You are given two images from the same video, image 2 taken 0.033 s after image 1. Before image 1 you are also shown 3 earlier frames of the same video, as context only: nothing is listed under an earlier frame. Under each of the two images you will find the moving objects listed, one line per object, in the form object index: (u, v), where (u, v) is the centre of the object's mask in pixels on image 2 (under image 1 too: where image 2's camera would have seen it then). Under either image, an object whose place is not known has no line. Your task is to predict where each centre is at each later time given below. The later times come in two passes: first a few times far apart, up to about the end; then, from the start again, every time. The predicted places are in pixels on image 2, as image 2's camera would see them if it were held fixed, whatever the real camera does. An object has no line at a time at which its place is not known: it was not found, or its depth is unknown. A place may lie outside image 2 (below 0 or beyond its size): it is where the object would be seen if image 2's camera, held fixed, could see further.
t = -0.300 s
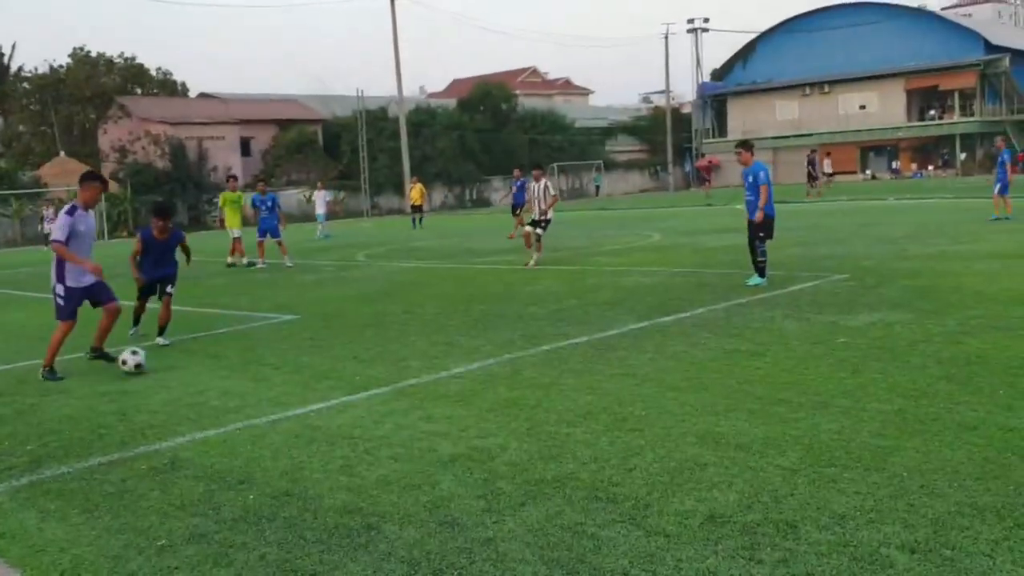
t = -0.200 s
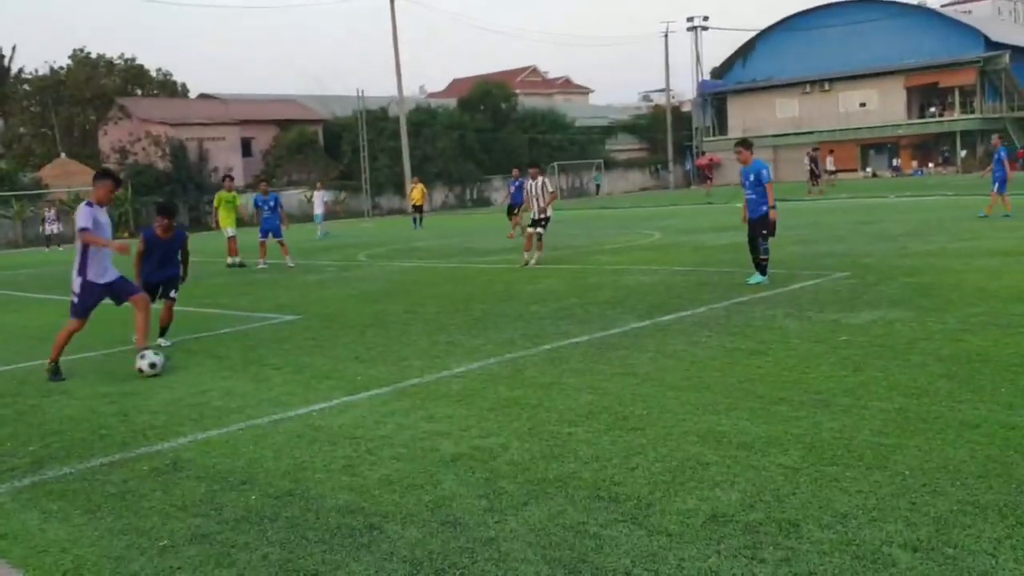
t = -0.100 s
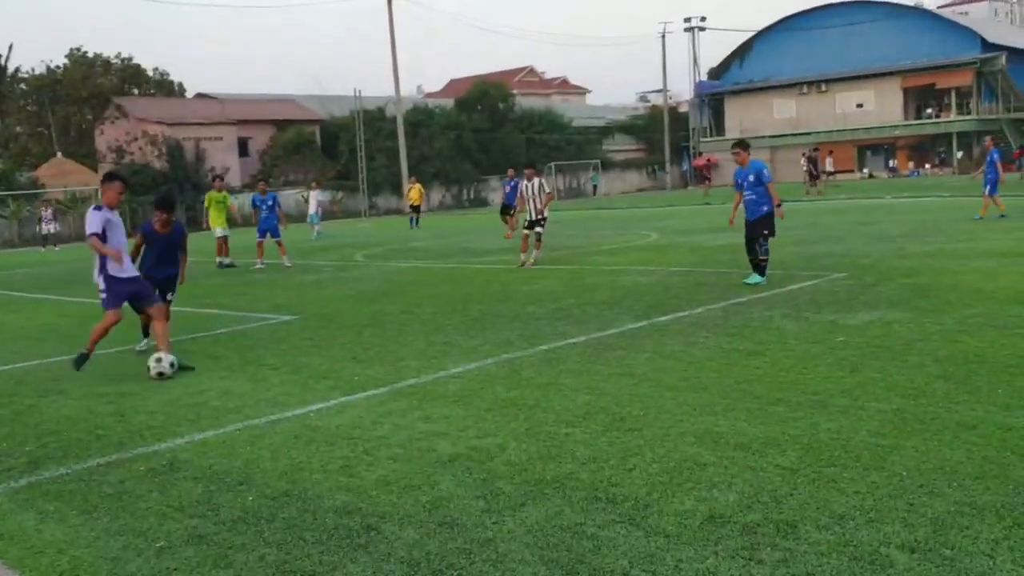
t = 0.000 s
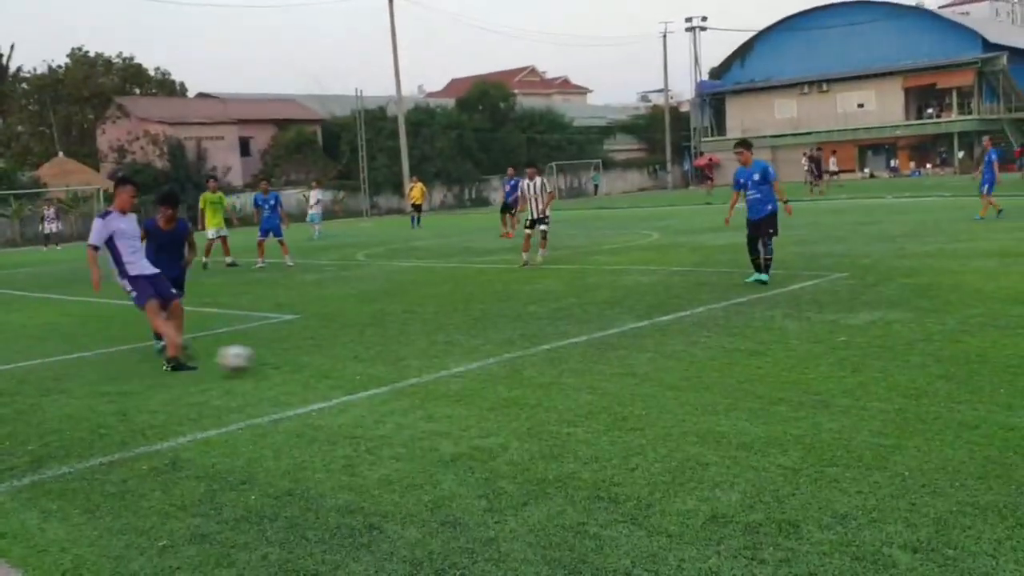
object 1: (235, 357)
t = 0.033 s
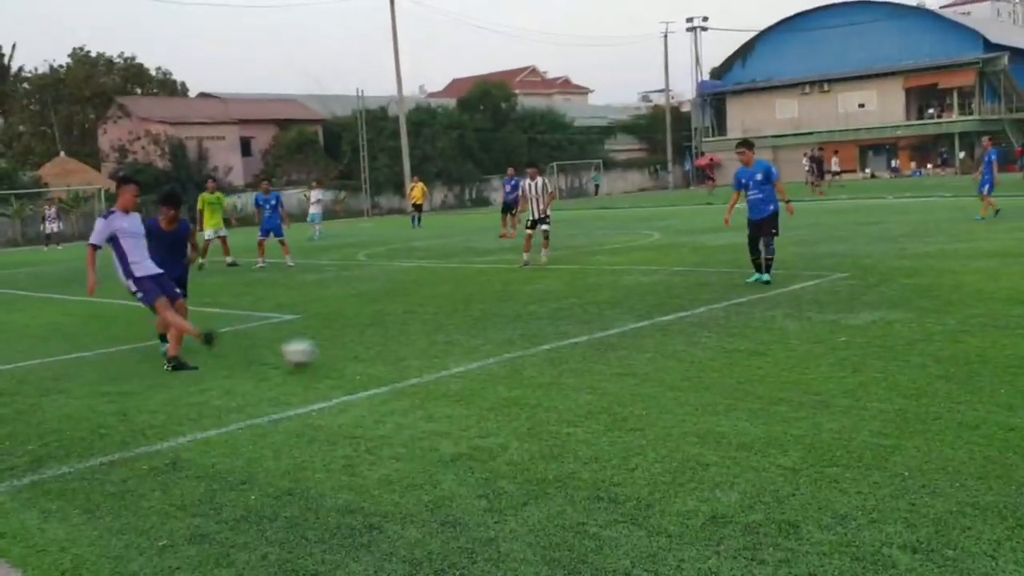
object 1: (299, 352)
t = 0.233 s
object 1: (653, 330)
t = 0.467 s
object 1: (1004, 315)
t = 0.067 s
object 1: (361, 348)
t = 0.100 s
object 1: (425, 345)
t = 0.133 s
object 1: (486, 344)
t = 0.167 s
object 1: (543, 341)
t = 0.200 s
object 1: (599, 334)
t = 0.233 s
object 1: (653, 330)
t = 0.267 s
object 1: (709, 328)
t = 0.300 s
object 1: (762, 329)
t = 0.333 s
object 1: (814, 325)
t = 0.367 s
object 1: (862, 318)
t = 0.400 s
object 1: (911, 315)
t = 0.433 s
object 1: (958, 314)
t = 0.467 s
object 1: (1004, 315)
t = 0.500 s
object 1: (1049, 313)
